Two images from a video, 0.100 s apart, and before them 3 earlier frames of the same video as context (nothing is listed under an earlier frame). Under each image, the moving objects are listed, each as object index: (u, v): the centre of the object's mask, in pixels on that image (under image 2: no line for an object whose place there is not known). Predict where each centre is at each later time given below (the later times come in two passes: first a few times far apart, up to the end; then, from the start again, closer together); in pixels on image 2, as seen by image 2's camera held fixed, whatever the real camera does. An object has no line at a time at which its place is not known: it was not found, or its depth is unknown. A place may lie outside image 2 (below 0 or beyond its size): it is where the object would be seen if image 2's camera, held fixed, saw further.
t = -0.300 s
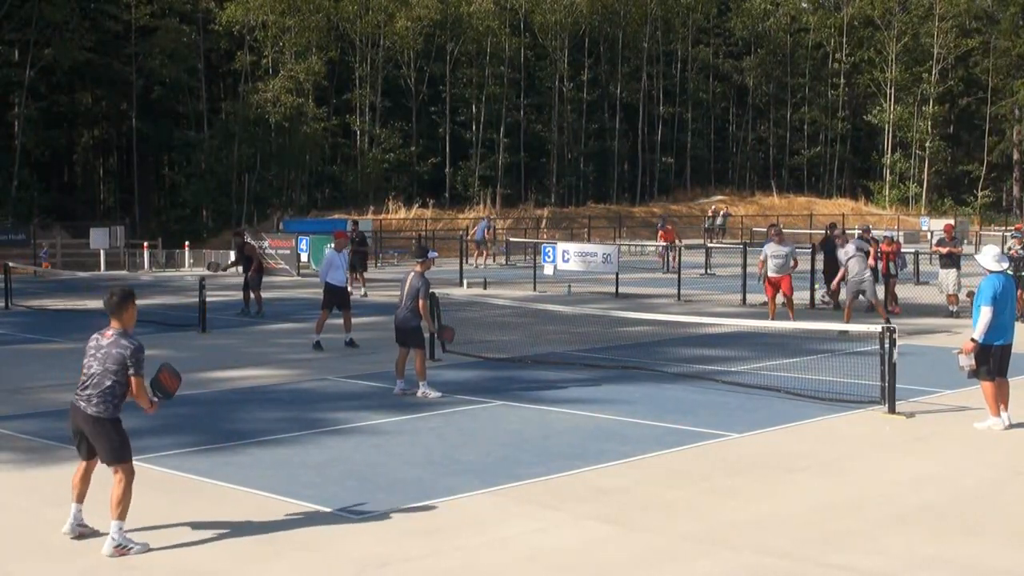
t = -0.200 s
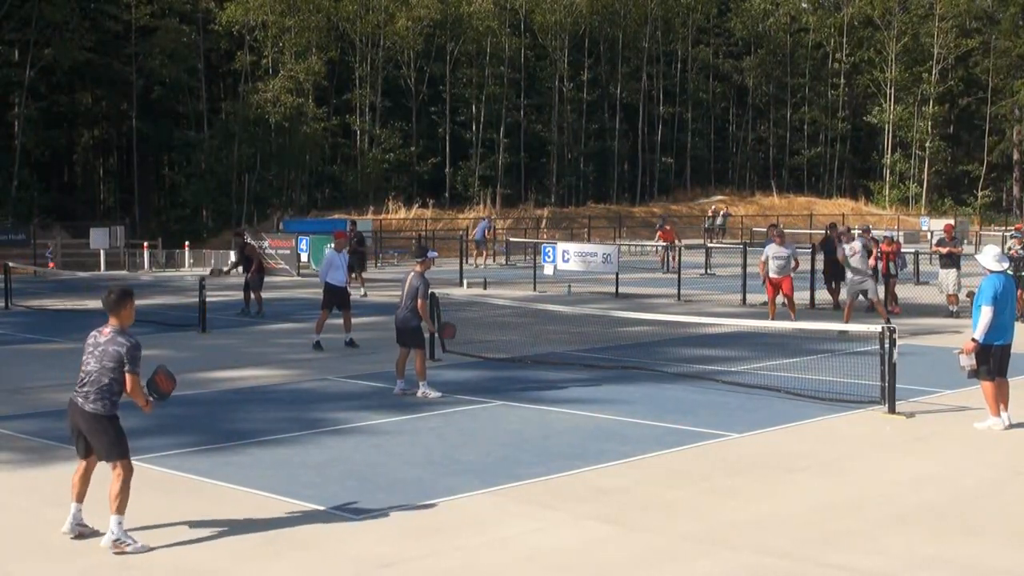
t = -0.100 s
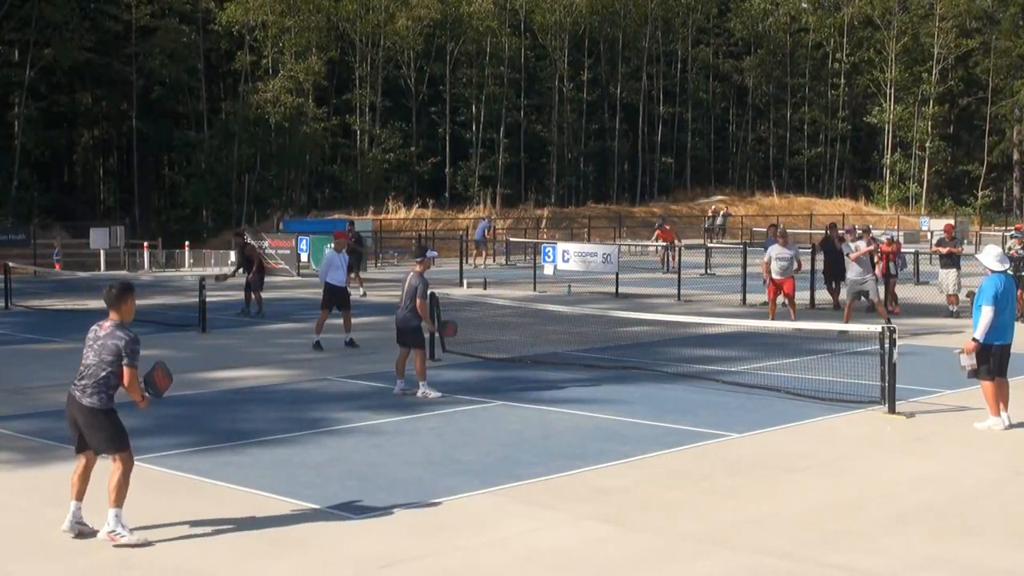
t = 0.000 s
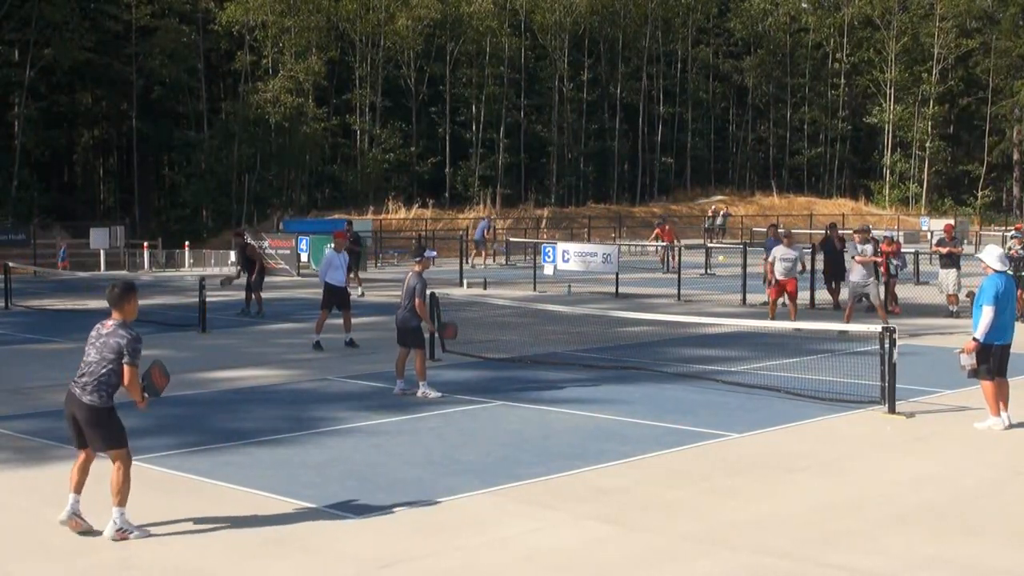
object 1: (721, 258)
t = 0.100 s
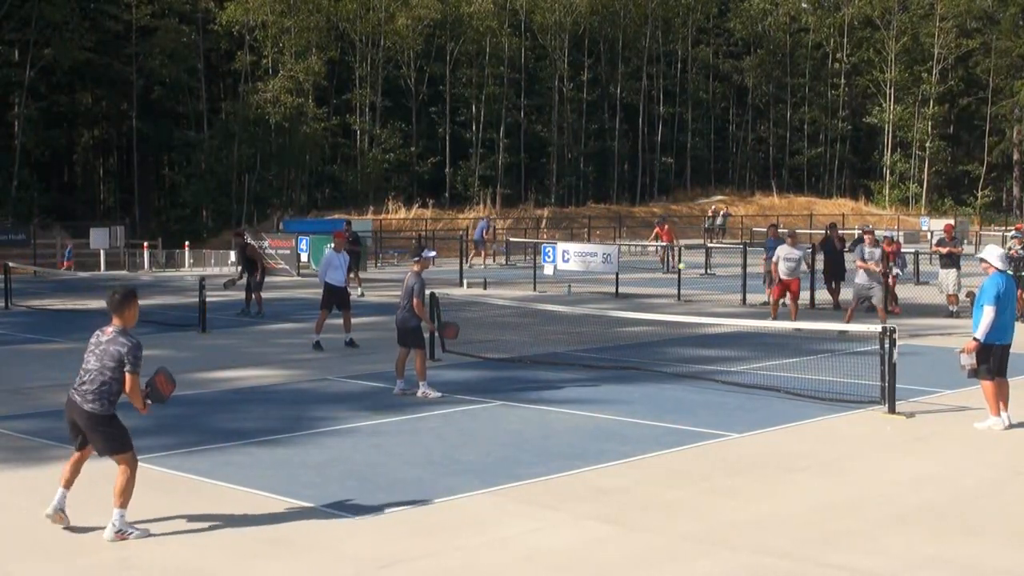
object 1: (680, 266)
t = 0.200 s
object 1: (640, 286)
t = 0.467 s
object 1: (512, 410)
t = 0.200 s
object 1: (640, 286)
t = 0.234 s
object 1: (625, 296)
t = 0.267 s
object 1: (609, 307)
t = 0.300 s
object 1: (594, 319)
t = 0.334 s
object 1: (579, 334)
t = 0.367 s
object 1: (564, 350)
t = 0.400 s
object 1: (547, 368)
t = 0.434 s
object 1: (530, 388)
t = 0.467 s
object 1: (512, 410)
